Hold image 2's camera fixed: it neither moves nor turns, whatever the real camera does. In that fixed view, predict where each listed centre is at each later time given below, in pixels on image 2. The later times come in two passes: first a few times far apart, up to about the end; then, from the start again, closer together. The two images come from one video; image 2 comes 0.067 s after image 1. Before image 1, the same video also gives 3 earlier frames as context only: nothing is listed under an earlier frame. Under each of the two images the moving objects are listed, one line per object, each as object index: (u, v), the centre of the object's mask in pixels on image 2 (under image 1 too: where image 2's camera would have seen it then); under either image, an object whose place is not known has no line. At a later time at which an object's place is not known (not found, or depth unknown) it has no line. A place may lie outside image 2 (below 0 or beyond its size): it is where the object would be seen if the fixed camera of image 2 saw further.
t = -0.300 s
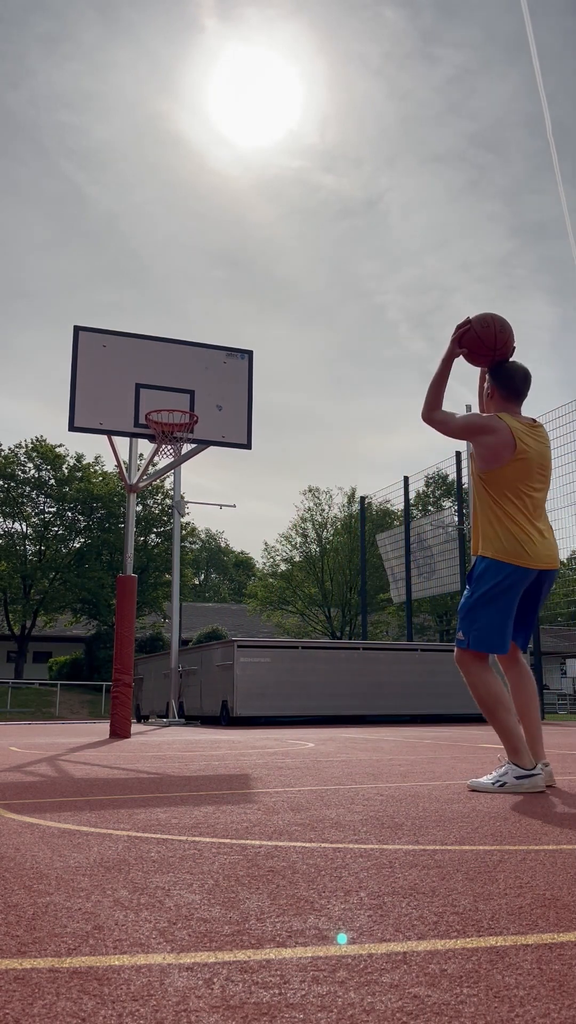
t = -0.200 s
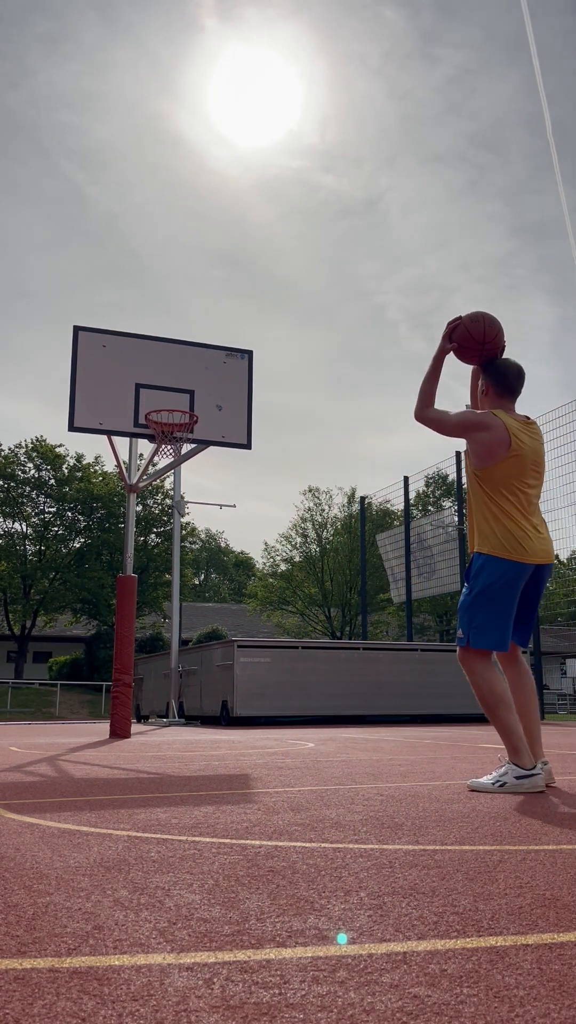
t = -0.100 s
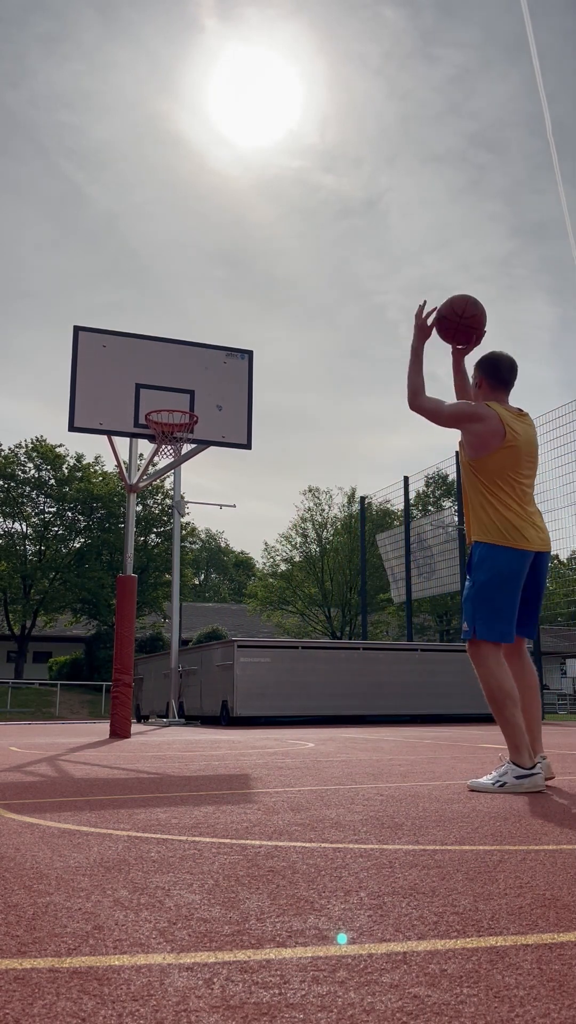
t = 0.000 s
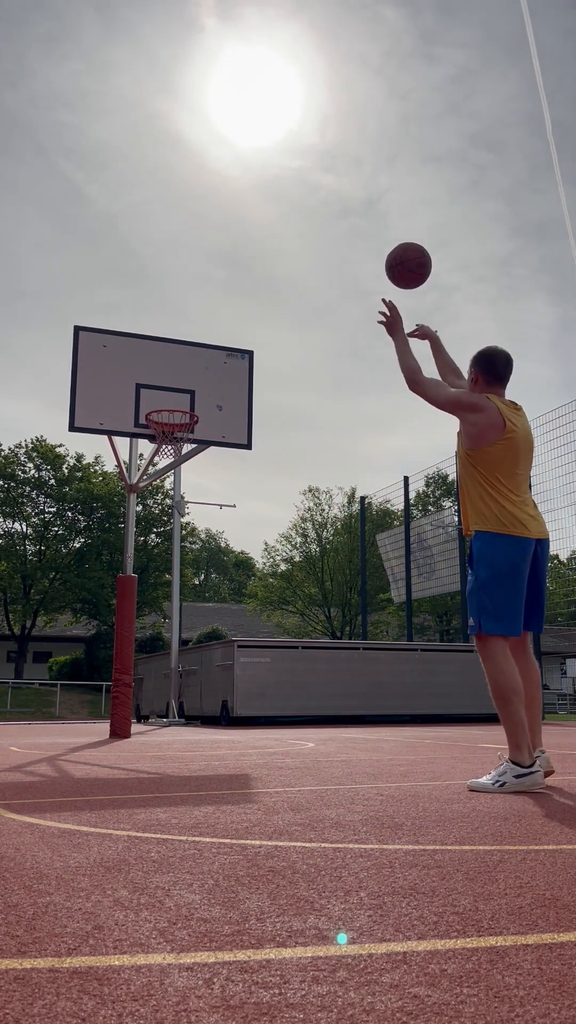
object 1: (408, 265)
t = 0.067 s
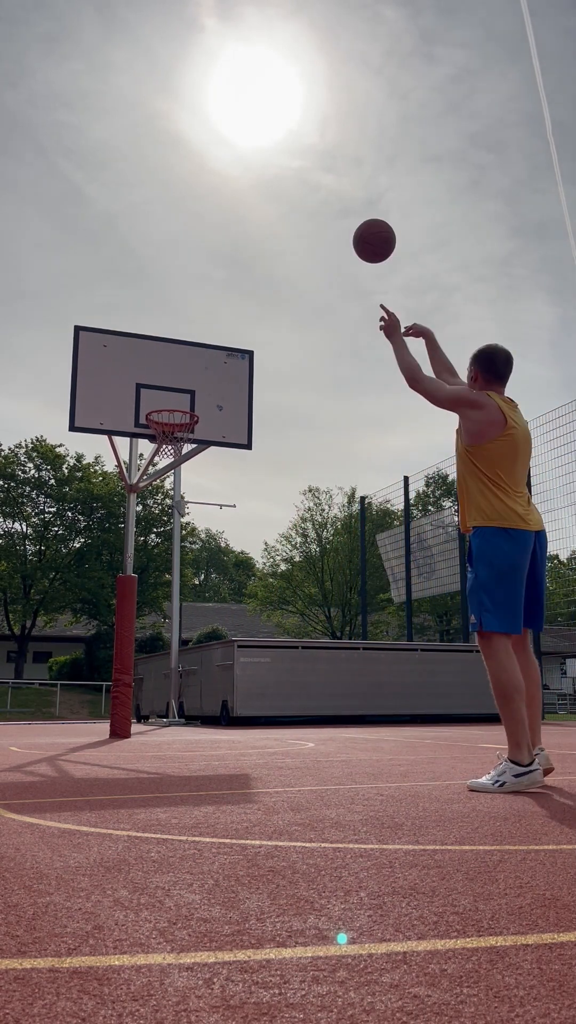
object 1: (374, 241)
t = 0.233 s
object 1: (308, 218)
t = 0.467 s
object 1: (241, 250)
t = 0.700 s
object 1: (193, 330)
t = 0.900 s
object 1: (162, 423)
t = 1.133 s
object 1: (189, 491)
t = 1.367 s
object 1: (216, 598)
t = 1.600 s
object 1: (243, 709)
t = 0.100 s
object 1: (359, 232)
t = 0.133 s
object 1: (345, 226)
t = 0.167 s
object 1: (332, 222)
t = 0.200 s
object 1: (319, 219)
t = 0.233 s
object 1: (308, 218)
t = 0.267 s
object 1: (297, 219)
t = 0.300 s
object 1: (287, 221)
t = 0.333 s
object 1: (277, 225)
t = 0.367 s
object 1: (267, 230)
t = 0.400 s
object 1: (258, 236)
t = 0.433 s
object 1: (250, 242)
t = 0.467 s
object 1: (241, 250)
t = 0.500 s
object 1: (233, 259)
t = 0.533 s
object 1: (226, 269)
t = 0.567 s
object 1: (219, 279)
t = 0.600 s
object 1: (212, 291)
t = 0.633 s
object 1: (205, 303)
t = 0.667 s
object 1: (199, 316)
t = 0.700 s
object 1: (193, 330)
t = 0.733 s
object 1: (187, 344)
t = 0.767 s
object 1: (181, 359)
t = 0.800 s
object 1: (175, 375)
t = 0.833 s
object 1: (170, 391)
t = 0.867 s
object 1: (165, 408)
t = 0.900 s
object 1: (162, 423)
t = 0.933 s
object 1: (163, 435)
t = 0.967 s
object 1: (168, 447)
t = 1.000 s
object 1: (172, 454)
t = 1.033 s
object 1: (176, 461)
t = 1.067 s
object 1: (181, 470)
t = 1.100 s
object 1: (185, 480)
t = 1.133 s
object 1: (189, 491)
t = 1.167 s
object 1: (193, 503)
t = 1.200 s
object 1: (197, 516)
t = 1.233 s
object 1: (200, 530)
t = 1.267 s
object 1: (204, 545)
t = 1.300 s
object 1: (208, 561)
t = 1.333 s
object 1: (212, 579)
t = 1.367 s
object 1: (216, 598)
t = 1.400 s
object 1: (220, 619)
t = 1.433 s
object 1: (223, 640)
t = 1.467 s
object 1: (227, 663)
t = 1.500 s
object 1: (230, 687)
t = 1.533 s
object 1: (234, 713)
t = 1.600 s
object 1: (243, 709)
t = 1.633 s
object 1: (248, 689)
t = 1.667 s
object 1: (253, 672)
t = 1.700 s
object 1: (257, 655)
